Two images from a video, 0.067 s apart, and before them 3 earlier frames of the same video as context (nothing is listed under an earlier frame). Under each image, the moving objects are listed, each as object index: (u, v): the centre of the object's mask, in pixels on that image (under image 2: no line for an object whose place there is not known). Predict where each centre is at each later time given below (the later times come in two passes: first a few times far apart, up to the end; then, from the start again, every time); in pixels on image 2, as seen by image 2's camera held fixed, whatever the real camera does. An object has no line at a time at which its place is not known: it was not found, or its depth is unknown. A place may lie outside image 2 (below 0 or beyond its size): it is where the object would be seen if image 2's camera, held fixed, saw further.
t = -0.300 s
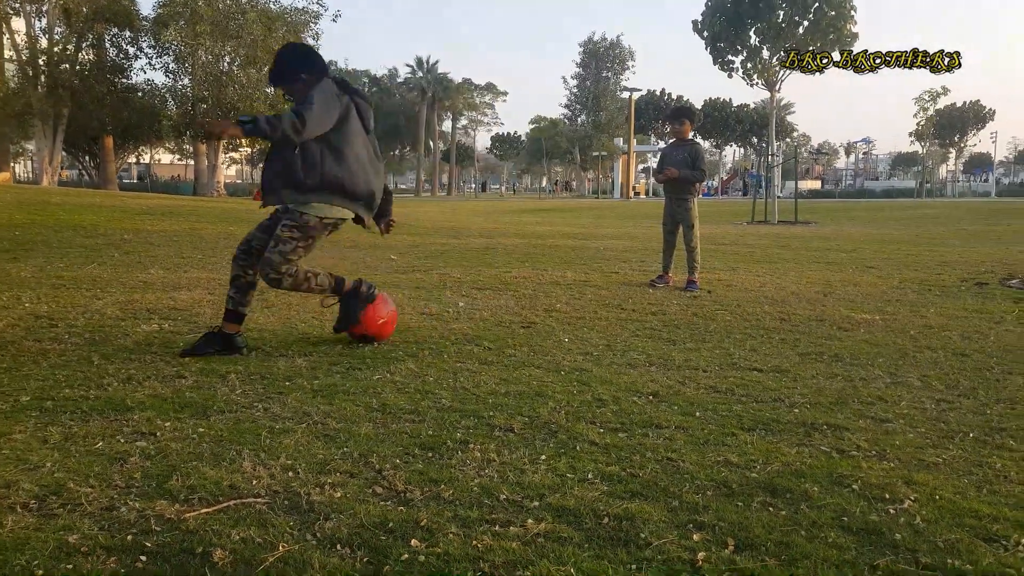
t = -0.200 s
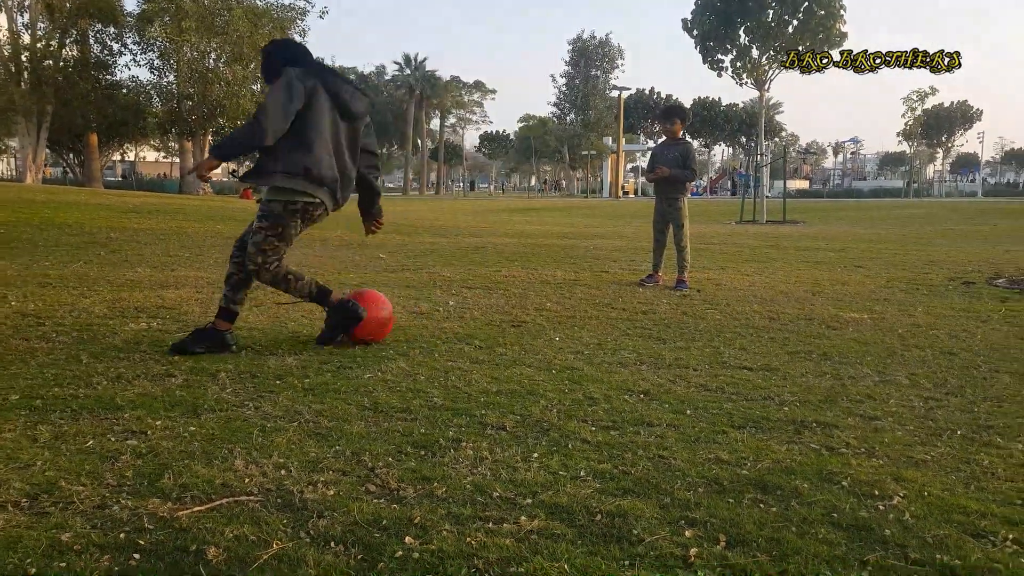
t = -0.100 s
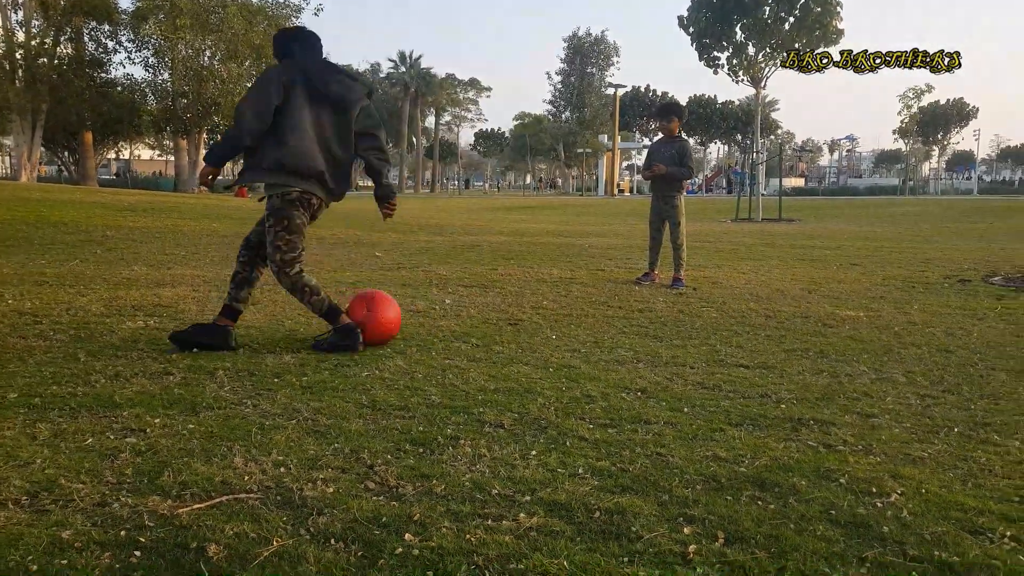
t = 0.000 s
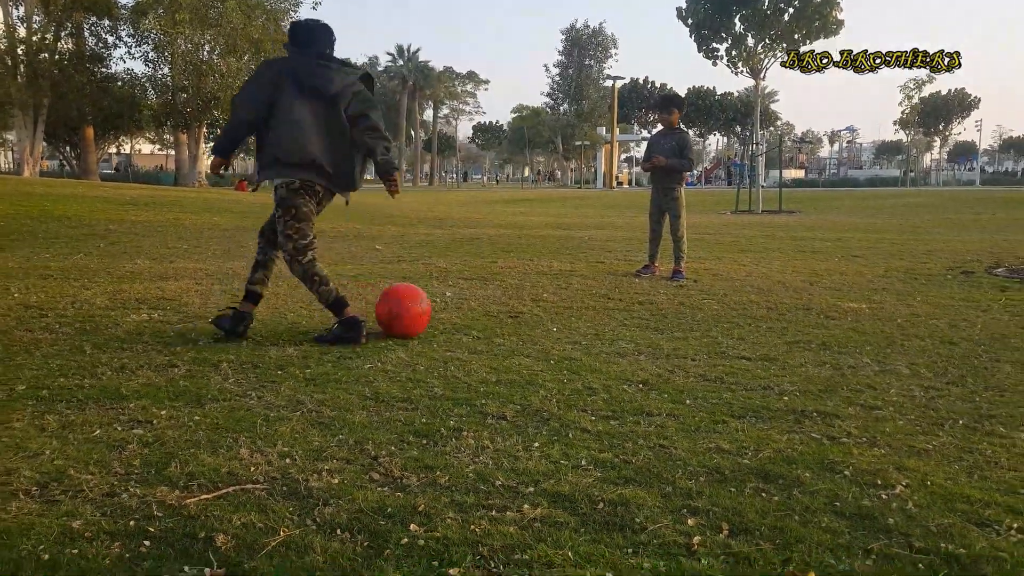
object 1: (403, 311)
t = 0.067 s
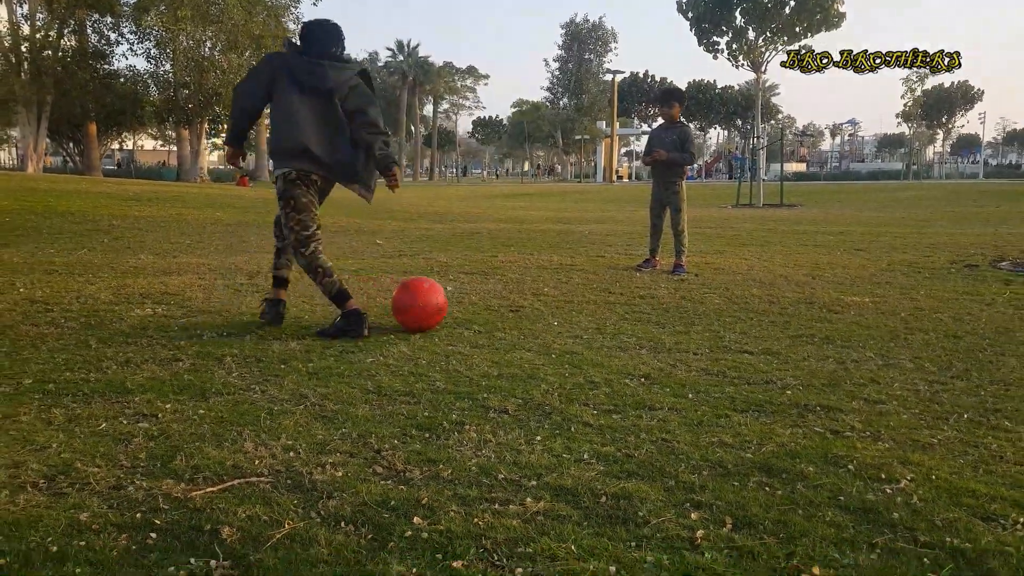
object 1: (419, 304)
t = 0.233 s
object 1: (454, 305)
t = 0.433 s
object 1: (496, 307)
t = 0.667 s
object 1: (541, 308)
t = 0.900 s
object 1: (578, 308)
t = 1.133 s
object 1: (604, 306)
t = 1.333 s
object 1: (620, 305)
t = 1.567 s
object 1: (630, 303)
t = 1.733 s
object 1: (634, 302)
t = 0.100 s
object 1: (426, 305)
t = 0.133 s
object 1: (433, 305)
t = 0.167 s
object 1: (440, 306)
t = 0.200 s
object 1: (447, 305)
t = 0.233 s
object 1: (454, 305)
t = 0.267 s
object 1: (460, 306)
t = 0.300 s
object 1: (468, 307)
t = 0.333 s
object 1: (475, 308)
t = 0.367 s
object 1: (482, 308)
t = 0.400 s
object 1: (489, 307)
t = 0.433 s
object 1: (496, 307)
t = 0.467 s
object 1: (503, 307)
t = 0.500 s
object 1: (510, 308)
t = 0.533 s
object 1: (516, 308)
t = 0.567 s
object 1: (523, 308)
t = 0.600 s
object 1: (529, 308)
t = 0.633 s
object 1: (535, 308)
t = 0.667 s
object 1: (541, 308)
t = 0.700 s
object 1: (547, 308)
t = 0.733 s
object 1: (552, 308)
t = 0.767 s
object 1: (558, 308)
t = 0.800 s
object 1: (563, 308)
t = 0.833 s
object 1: (569, 308)
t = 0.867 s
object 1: (573, 308)
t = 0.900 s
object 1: (578, 308)
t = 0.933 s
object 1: (582, 307)
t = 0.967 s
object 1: (586, 307)
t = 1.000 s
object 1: (591, 307)
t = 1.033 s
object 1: (594, 307)
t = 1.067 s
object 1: (597, 306)
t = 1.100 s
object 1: (601, 306)
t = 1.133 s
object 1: (604, 306)
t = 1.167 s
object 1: (607, 306)
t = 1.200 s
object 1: (610, 305)
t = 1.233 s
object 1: (612, 305)
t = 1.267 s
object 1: (615, 305)
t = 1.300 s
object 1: (617, 305)
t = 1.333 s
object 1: (620, 305)
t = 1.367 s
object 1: (621, 304)
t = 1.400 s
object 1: (623, 304)
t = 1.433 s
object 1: (625, 303)
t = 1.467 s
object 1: (626, 303)
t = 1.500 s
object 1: (627, 303)
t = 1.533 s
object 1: (629, 303)
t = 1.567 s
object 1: (630, 303)
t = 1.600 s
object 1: (630, 303)
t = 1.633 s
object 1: (631, 302)
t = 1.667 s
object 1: (632, 302)
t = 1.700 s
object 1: (633, 302)
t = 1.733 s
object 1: (634, 302)
